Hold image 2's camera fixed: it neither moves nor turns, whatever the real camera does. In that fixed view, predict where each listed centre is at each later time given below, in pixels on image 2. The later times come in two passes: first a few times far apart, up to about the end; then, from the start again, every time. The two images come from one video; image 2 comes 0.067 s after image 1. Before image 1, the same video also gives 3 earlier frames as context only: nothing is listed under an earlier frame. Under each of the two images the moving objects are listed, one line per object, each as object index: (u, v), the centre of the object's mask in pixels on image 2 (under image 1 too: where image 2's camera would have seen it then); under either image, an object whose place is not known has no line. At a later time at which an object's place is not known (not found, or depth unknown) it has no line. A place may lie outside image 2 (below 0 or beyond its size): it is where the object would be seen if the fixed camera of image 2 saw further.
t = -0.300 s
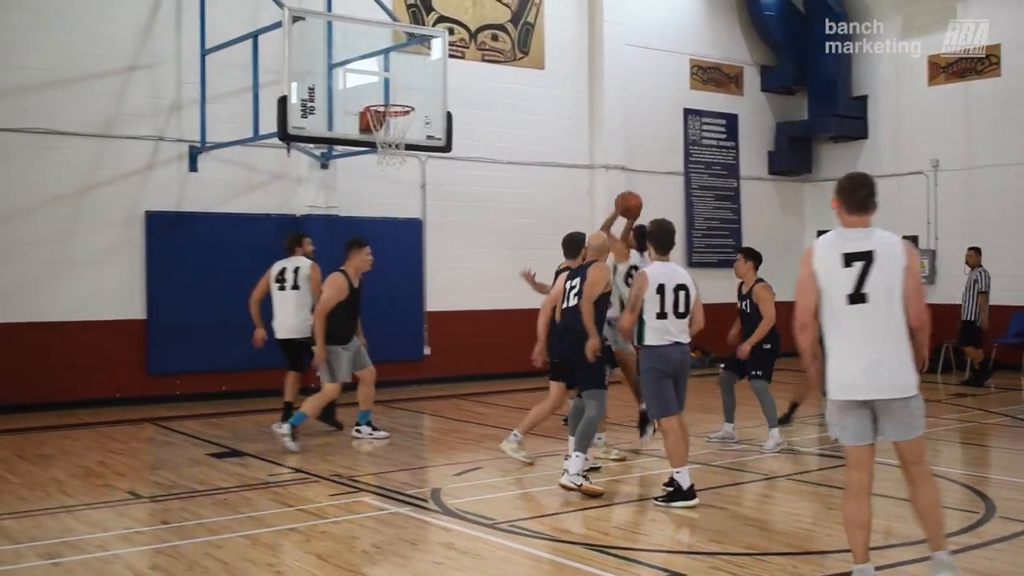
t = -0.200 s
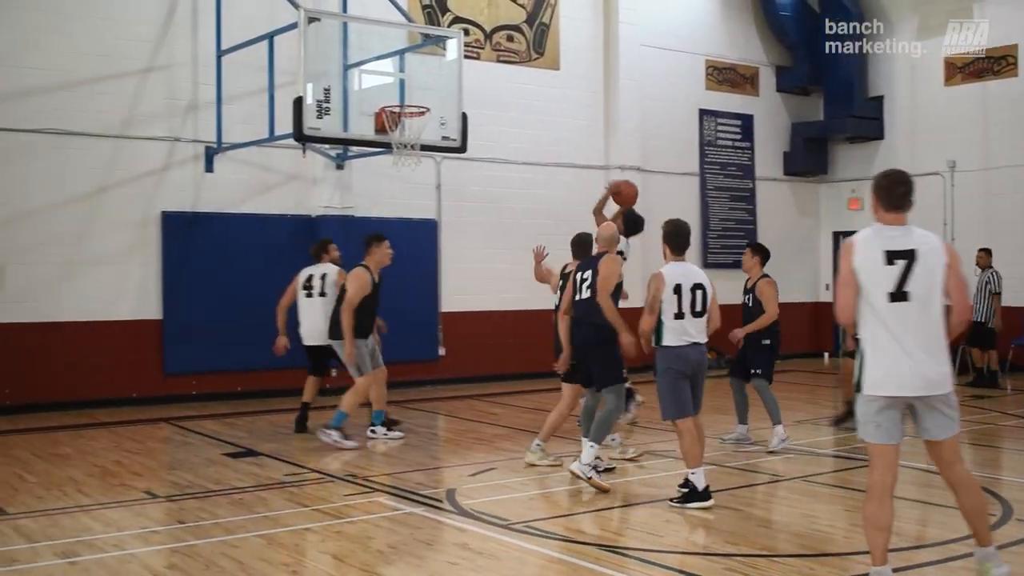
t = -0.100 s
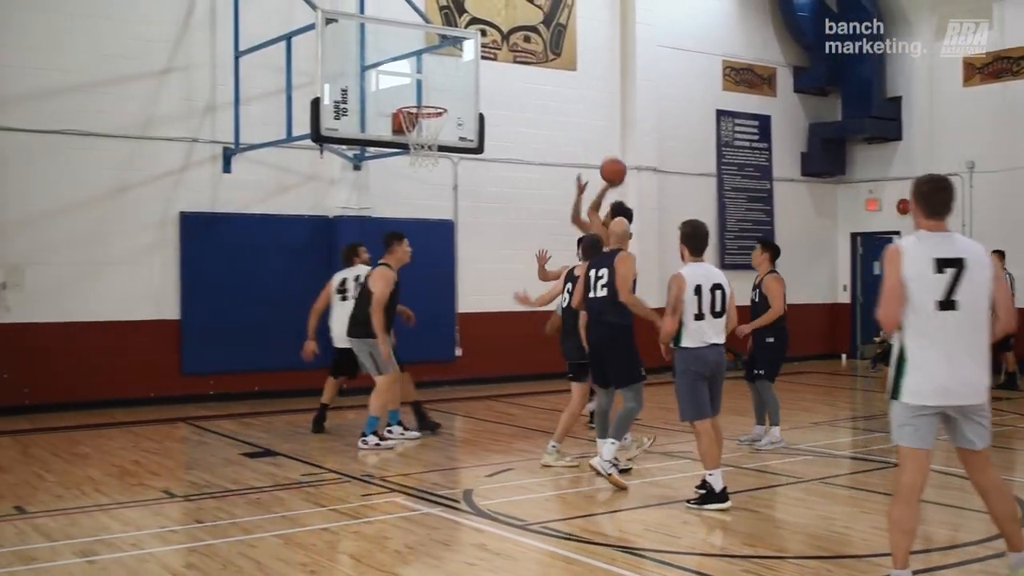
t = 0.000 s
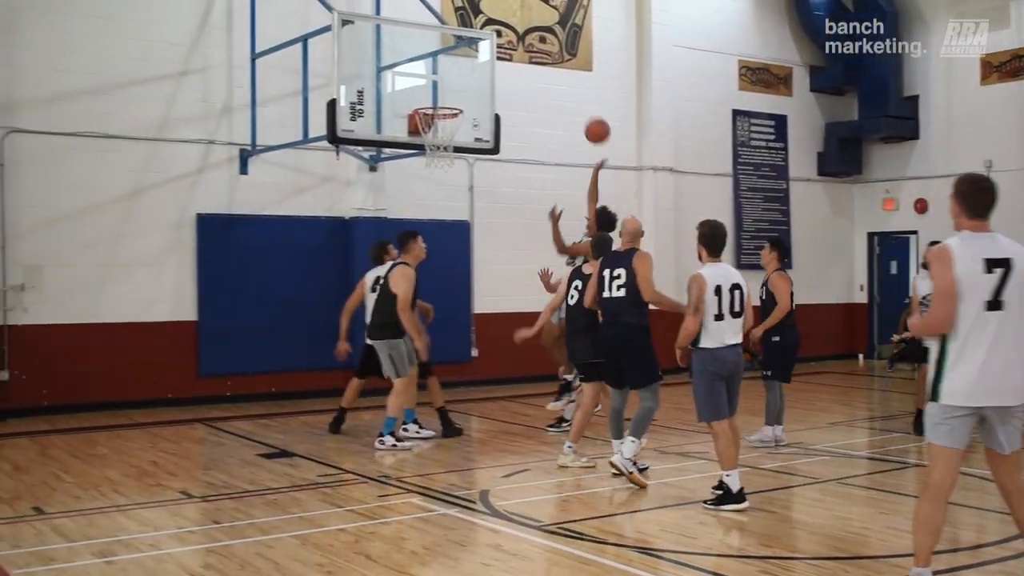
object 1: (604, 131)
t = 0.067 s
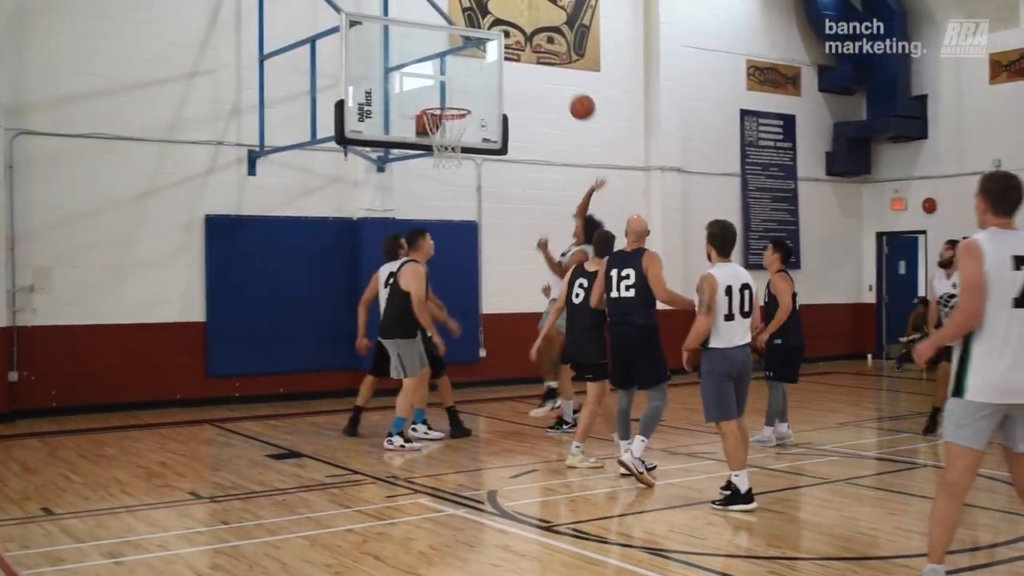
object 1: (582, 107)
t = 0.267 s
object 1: (518, 66)
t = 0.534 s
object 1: (439, 77)
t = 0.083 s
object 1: (576, 102)
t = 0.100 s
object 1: (571, 97)
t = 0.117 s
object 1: (566, 92)
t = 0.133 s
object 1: (561, 88)
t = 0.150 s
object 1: (556, 84)
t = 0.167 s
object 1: (550, 81)
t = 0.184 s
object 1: (545, 78)
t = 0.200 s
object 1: (539, 75)
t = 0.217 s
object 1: (534, 73)
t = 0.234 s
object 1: (528, 70)
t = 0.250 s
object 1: (523, 68)
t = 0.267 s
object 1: (518, 66)
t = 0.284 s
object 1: (513, 65)
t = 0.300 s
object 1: (508, 64)
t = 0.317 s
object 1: (503, 63)
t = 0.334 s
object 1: (498, 62)
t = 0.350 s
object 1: (492, 62)
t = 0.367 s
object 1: (488, 62)
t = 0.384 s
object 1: (483, 62)
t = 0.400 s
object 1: (478, 62)
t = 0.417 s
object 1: (473, 63)
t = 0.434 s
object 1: (468, 65)
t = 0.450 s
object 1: (463, 66)
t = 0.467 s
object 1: (458, 68)
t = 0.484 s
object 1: (453, 70)
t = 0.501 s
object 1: (449, 72)
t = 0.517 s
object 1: (444, 74)
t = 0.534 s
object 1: (439, 77)
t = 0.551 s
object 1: (434, 81)
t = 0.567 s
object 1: (430, 84)
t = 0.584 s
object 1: (425, 87)
